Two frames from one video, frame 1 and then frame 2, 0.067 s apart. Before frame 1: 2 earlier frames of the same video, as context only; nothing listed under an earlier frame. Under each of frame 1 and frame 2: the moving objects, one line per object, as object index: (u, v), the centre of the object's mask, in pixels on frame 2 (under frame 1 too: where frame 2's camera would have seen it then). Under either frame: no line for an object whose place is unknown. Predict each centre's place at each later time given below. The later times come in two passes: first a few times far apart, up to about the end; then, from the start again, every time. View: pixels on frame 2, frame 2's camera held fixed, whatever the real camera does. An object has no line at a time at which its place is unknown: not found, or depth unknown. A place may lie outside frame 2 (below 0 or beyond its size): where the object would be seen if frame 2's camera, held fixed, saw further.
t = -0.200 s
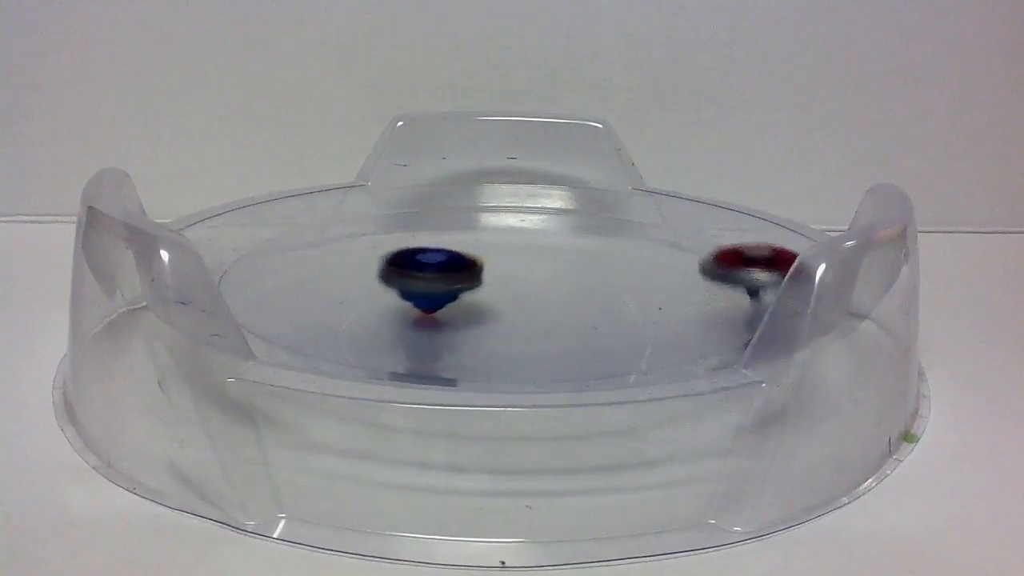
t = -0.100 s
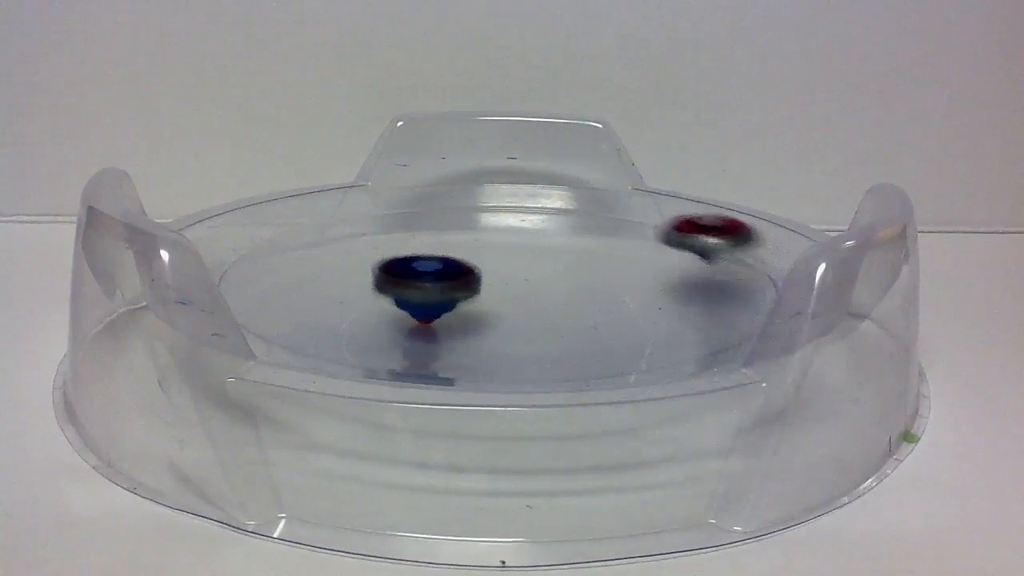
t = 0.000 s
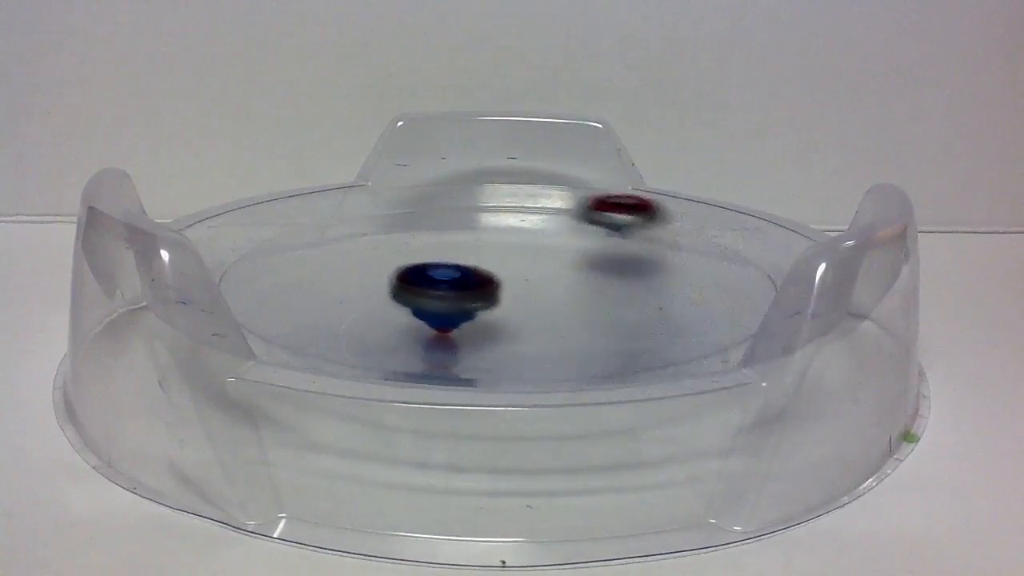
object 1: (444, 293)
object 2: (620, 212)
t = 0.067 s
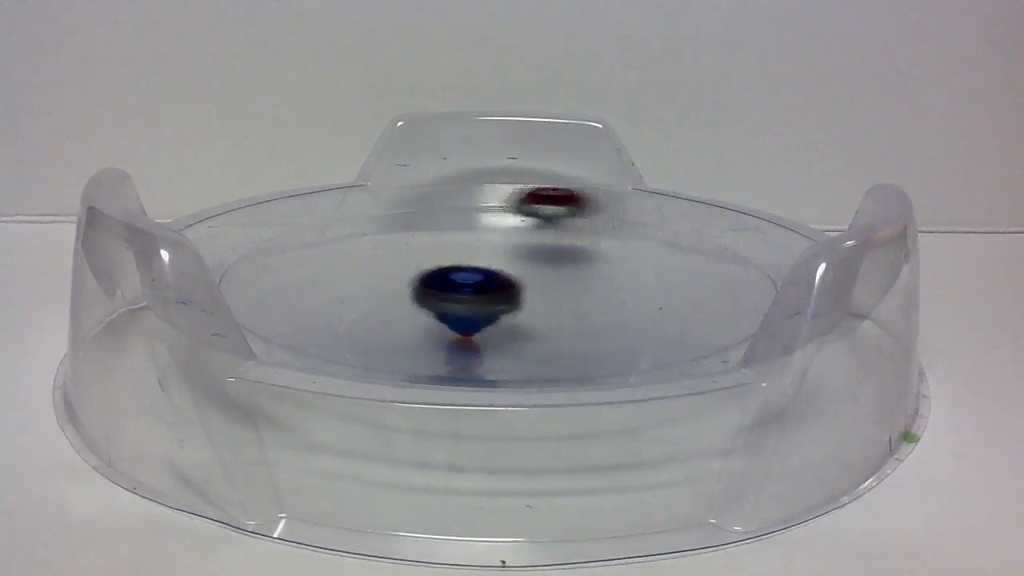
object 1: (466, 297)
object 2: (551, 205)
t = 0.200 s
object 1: (512, 294)
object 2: (405, 203)
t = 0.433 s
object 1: (536, 272)
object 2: (240, 257)
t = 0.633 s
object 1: (496, 257)
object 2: (390, 333)
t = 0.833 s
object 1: (447, 261)
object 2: (699, 317)
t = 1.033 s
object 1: (452, 282)
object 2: (705, 239)
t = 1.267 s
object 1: (529, 291)
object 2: (494, 192)
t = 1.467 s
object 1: (572, 276)
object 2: (298, 211)
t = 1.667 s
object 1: (548, 261)
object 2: (261, 285)
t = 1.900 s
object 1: (480, 268)
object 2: (584, 336)
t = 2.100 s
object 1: (462, 287)
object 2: (739, 267)
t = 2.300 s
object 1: (505, 301)
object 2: (641, 204)
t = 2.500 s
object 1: (557, 294)
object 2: (441, 191)
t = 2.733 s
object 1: (539, 275)
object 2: (269, 249)
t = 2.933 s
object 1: (479, 269)
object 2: (384, 327)
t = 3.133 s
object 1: (433, 276)
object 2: (697, 318)
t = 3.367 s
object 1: (454, 294)
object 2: (726, 230)
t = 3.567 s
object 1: (515, 293)
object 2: (551, 198)
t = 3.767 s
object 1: (537, 274)
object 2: (353, 218)
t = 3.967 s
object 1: (507, 259)
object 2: (278, 284)
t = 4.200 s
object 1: (454, 262)
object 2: (557, 338)
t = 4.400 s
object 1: (456, 281)
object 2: (744, 281)
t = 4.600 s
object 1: (513, 292)
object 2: (665, 224)
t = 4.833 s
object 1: (568, 280)
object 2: (432, 208)
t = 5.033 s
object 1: (553, 266)
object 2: (270, 246)
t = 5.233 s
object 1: (497, 267)
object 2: (330, 320)
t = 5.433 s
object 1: (462, 282)
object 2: (635, 331)
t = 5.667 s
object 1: (493, 299)
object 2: (704, 251)
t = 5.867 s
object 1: (542, 294)
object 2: (547, 208)
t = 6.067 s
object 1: (535, 278)
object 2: (351, 211)
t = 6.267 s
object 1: (483, 269)
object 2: (258, 266)
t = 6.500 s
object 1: (436, 277)
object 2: (501, 334)
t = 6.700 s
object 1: (459, 291)
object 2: (709, 287)
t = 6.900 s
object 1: (531, 278)
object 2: (647, 221)
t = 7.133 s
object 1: (444, 263)
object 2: (435, 200)
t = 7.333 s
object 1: (475, 292)
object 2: (290, 244)
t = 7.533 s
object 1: (562, 272)
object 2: (375, 321)
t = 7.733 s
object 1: (479, 253)
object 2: (658, 317)
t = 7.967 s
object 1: (472, 297)
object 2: (703, 238)
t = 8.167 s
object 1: (602, 281)
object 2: (540, 205)
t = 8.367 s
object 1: (500, 249)
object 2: (356, 228)
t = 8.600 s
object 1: (469, 306)
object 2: (314, 304)
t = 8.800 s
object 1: (640, 273)
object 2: (562, 337)
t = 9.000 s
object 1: (518, 236)
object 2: (729, 285)
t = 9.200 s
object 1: (390, 279)
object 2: (638, 232)
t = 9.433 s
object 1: (586, 314)
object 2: (414, 220)
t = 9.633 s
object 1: (626, 259)
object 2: (273, 257)
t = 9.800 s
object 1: (485, 240)
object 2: (329, 320)
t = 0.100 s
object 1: (478, 297)
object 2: (514, 203)
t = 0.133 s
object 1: (491, 297)
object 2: (476, 201)
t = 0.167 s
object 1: (502, 296)
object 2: (441, 202)
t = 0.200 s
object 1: (512, 294)
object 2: (405, 203)
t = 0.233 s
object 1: (522, 292)
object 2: (371, 207)
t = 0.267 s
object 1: (529, 289)
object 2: (338, 211)
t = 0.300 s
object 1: (534, 286)
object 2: (306, 218)
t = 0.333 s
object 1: (537, 282)
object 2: (279, 225)
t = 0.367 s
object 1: (538, 279)
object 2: (256, 234)
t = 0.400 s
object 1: (538, 275)
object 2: (243, 245)
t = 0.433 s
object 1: (536, 272)
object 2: (240, 257)
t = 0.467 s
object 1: (532, 268)
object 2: (244, 269)
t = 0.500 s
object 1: (527, 265)
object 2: (253, 284)
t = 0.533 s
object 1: (521, 262)
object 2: (269, 298)
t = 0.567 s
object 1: (513, 260)
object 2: (293, 318)
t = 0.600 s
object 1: (505, 258)
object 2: (339, 325)
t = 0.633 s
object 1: (496, 257)
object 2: (390, 333)
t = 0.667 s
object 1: (488, 256)
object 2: (453, 341)
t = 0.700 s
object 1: (479, 255)
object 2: (507, 344)
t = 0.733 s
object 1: (470, 256)
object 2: (572, 339)
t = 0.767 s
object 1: (461, 257)
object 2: (621, 332)
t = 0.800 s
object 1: (453, 258)
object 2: (666, 328)
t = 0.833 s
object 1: (447, 261)
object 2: (699, 317)
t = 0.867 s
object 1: (442, 264)
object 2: (718, 300)
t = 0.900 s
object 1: (440, 267)
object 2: (729, 287)
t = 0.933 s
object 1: (440, 271)
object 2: (734, 274)
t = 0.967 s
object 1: (442, 275)
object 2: (733, 262)
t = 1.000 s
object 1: (446, 278)
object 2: (722, 250)
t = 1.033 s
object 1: (452, 282)
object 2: (705, 239)
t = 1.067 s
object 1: (460, 285)
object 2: (684, 229)
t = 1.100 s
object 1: (470, 288)
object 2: (658, 219)
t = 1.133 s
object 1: (482, 290)
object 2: (630, 211)
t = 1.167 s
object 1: (493, 291)
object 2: (601, 205)
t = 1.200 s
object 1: (506, 292)
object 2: (568, 199)
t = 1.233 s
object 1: (517, 292)
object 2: (530, 194)
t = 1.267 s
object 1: (529, 291)
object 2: (494, 192)
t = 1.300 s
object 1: (540, 289)
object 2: (459, 191)
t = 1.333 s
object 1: (550, 287)
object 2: (428, 191)
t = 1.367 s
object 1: (558, 285)
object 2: (393, 194)
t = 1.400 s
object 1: (565, 282)
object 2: (358, 198)
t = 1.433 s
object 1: (569, 279)
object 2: (329, 203)
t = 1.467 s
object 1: (572, 276)
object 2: (298, 211)
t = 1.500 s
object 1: (573, 273)
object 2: (273, 219)
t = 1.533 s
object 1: (572, 270)
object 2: (254, 230)
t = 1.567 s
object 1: (568, 267)
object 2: (243, 242)
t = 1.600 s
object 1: (563, 265)
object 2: (243, 254)
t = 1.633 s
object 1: (556, 263)
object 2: (249, 269)
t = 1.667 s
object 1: (548, 261)
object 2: (261, 285)
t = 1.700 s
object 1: (539, 260)
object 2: (281, 301)
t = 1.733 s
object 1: (529, 260)
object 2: (313, 314)
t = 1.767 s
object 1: (518, 261)
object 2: (355, 328)
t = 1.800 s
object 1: (508, 262)
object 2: (407, 332)
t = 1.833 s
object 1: (498, 263)
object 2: (468, 341)
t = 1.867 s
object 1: (488, 265)
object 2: (522, 337)
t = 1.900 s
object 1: (480, 268)
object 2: (584, 336)
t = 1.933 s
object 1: (473, 271)
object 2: (632, 329)
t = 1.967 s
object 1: (467, 274)
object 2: (673, 322)
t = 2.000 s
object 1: (463, 277)
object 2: (703, 308)
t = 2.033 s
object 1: (461, 281)
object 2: (723, 292)
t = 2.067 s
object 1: (461, 284)
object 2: (734, 279)
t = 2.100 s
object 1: (462, 287)
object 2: (739, 267)
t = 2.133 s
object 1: (466, 291)
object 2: (738, 254)
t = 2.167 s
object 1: (471, 293)
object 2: (728, 242)
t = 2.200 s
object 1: (478, 296)
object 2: (712, 231)
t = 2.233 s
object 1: (486, 298)
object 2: (693, 221)
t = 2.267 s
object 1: (495, 300)
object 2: (669, 212)
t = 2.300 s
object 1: (505, 301)
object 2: (641, 204)
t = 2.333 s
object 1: (515, 301)
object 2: (610, 197)
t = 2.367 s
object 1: (526, 301)
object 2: (580, 193)
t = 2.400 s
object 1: (536, 300)
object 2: (545, 190)
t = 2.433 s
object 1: (545, 298)
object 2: (507, 188)
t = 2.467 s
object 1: (552, 296)
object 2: (471, 189)
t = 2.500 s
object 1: (557, 294)
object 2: (441, 191)
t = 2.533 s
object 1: (561, 291)
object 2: (405, 195)
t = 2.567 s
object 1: (562, 288)
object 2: (375, 200)
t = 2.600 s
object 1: (561, 285)
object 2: (346, 207)
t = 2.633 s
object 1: (558, 282)
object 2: (318, 215)
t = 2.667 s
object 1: (553, 280)
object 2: (297, 225)
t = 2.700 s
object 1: (547, 277)
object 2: (279, 237)
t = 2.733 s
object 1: (539, 275)
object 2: (269, 249)
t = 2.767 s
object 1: (531, 273)
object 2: (266, 264)
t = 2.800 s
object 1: (521, 271)
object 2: (271, 277)
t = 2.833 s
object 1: (511, 270)
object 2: (286, 292)
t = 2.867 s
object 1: (500, 269)
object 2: (310, 308)
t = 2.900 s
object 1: (489, 269)
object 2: (344, 319)
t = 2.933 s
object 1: (479, 269)
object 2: (384, 327)
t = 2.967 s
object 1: (468, 268)
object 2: (442, 335)
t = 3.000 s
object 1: (459, 269)
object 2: (495, 338)
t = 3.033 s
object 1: (450, 271)
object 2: (556, 337)
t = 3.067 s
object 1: (443, 272)
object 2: (608, 333)
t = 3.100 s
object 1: (437, 274)
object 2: (657, 327)
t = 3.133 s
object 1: (433, 276)
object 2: (697, 318)
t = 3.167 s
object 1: (429, 279)
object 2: (721, 304)
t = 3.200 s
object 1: (428, 281)
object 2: (738, 290)
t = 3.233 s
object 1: (430, 284)
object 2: (748, 276)
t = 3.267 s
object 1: (433, 287)
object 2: (753, 263)
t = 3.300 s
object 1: (438, 290)
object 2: (753, 252)
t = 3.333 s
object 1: (445, 292)
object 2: (743, 240)
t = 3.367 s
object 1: (454, 294)
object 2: (726, 230)
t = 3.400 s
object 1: (464, 295)
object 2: (704, 221)
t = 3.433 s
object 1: (475, 296)
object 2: (679, 213)
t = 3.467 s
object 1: (486, 296)
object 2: (650, 208)
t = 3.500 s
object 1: (497, 295)
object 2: (618, 203)
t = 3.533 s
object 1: (507, 294)
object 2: (588, 200)
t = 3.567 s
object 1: (515, 293)
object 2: (551, 198)
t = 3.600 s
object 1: (523, 290)
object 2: (515, 199)
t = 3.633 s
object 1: (529, 288)
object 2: (478, 199)
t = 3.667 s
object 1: (534, 284)
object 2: (446, 201)
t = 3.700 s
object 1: (536, 281)
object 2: (412, 206)
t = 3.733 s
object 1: (537, 278)
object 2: (383, 211)
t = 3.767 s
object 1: (537, 274)
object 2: (353, 218)
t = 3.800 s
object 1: (535, 271)
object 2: (327, 227)
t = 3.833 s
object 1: (532, 268)
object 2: (304, 236)
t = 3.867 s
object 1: (527, 265)
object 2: (287, 247)
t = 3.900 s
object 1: (522, 263)
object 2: (276, 258)
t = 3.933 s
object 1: (515, 261)
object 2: (273, 271)
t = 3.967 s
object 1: (507, 259)
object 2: (278, 284)
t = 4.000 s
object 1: (499, 258)
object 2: (292, 297)
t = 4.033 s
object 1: (491, 257)
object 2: (315, 309)
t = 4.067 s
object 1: (483, 256)
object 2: (348, 321)
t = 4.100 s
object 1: (475, 257)
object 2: (392, 330)
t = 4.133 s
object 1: (467, 258)
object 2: (445, 341)
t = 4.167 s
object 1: (460, 260)
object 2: (500, 340)
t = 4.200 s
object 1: (454, 262)
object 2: (557, 338)
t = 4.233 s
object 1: (450, 264)
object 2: (608, 334)
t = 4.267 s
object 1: (448, 267)
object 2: (657, 328)
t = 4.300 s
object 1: (447, 271)
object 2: (697, 321)
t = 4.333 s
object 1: (448, 274)
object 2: (720, 307)
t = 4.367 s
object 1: (451, 278)
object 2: (735, 293)
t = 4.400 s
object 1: (456, 281)
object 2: (744, 281)
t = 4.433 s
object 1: (463, 284)
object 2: (748, 270)
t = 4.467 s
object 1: (471, 287)
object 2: (745, 259)
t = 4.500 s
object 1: (481, 289)
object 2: (735, 249)
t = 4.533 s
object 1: (492, 291)
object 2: (716, 240)
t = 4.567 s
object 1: (502, 292)
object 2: (692, 231)
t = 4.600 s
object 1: (513, 292)
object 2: (665, 224)
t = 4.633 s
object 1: (524, 292)
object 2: (635, 217)
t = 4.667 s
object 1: (534, 290)
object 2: (603, 213)
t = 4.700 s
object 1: (543, 289)
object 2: (572, 209)
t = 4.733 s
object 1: (552, 288)
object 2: (535, 206)
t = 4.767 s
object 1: (559, 285)
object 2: (498, 206)
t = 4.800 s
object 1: (565, 283)
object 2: (464, 207)
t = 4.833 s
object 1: (568, 280)
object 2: (432, 208)
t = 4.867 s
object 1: (570, 277)
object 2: (397, 211)
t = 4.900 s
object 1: (570, 275)
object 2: (367, 216)
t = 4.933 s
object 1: (569, 272)
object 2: (336, 222)
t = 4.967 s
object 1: (565, 270)
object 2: (310, 229)
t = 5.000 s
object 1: (560, 267)
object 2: (287, 237)
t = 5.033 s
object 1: (553, 266)
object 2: (270, 246)
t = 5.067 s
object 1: (545, 265)
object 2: (258, 257)
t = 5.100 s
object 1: (536, 264)
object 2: (258, 269)
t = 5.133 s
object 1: (526, 264)
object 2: (263, 282)
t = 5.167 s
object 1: (516, 265)
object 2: (275, 294)
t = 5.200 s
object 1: (506, 266)
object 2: (297, 309)
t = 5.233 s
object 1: (497, 267)
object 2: (330, 320)
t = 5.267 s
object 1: (488, 269)
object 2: (372, 327)
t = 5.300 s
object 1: (480, 271)
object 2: (428, 338)
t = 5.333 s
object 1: (473, 273)
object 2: (477, 343)
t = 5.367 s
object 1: (467, 277)
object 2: (534, 336)
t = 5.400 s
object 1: (464, 280)
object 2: (591, 335)
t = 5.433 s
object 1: (462, 282)
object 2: (635, 331)
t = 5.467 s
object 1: (461, 285)
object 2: (672, 325)
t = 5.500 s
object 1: (463, 289)
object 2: (699, 310)
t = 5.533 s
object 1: (466, 291)
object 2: (714, 298)
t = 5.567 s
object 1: (471, 294)
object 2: (723, 285)
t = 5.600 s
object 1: (477, 296)
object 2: (725, 274)
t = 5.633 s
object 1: (484, 298)
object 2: (718, 262)
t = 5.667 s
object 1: (493, 299)
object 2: (704, 251)
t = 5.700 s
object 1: (502, 300)
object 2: (687, 241)
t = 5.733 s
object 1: (512, 300)
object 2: (664, 232)
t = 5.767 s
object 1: (522, 300)
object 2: (639, 224)
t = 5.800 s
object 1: (530, 298)
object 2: (610, 218)
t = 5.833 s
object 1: (537, 296)
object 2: (580, 212)
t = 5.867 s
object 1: (542, 294)
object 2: (547, 208)
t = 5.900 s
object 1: (547, 292)
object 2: (512, 206)
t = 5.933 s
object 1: (548, 289)
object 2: (478, 203)
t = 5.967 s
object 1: (548, 286)
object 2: (446, 203)
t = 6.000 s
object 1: (545, 283)
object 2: (413, 204)
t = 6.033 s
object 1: (541, 281)
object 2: (381, 207)
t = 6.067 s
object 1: (535, 278)
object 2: (351, 211)
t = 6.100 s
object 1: (528, 276)
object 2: (322, 217)
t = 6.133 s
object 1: (520, 274)
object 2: (298, 224)
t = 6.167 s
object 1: (511, 272)
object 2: (278, 233)
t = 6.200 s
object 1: (502, 270)
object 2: (262, 243)
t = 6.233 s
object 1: (492, 270)
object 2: (256, 254)
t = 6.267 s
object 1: (483, 269)
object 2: (258, 266)
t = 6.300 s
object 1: (473, 269)
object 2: (266, 281)
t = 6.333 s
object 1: (464, 269)
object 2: (282, 295)
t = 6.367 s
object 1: (456, 270)
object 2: (310, 310)
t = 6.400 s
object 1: (450, 271)
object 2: (347, 321)
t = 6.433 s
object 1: (444, 272)
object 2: (393, 327)
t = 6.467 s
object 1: (439, 273)
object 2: (448, 334)
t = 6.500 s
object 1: (436, 277)
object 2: (501, 334)
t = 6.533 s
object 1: (435, 279)
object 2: (555, 335)
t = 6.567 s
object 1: (436, 282)
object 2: (600, 330)
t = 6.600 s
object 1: (439, 284)
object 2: (643, 321)
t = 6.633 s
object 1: (443, 287)
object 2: (674, 311)
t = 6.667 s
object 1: (451, 289)
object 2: (696, 303)
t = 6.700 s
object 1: (459, 291)
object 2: (709, 287)
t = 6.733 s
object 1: (470, 293)
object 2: (715, 275)
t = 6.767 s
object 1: (487, 294)
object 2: (712, 262)
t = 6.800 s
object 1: (507, 293)
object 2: (703, 251)
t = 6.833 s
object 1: (521, 289)
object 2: (689, 240)
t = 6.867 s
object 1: (529, 283)
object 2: (670, 230)
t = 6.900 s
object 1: (531, 278)
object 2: (647, 221)
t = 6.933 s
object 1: (525, 273)
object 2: (621, 214)
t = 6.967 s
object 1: (516, 268)
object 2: (595, 209)
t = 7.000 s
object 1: (504, 263)
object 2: (565, 204)
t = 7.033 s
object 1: (490, 261)
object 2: (530, 200)
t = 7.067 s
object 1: (475, 260)
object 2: (497, 199)
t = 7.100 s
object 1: (458, 261)
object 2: (463, 198)
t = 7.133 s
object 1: (444, 263)
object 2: (435, 200)
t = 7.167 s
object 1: (436, 267)
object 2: (403, 204)
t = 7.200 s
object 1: (432, 272)
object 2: (375, 209)
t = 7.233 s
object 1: (434, 278)
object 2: (346, 216)
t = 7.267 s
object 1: (442, 285)
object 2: (323, 224)
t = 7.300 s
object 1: (456, 289)
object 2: (304, 234)
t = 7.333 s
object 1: (475, 292)
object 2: (290, 244)
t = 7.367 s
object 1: (496, 294)
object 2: (283, 257)
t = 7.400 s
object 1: (518, 293)
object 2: (283, 271)
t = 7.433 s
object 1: (537, 290)
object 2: (291, 285)
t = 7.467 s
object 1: (550, 285)
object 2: (311, 300)
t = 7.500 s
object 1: (559, 279)
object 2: (339, 312)
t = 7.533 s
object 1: (562, 272)
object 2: (375, 321)
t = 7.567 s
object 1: (558, 266)
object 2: (420, 329)
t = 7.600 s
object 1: (549, 260)
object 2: (467, 333)
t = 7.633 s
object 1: (535, 255)
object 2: (521, 338)
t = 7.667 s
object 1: (516, 252)
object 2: (574, 334)
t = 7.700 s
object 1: (497, 252)
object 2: (620, 325)
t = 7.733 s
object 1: (479, 253)
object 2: (658, 317)
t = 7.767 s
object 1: (462, 257)
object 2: (690, 307)
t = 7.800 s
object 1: (448, 262)
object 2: (711, 296)
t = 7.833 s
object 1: (440, 268)
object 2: (723, 283)
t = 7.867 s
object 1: (438, 276)
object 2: (728, 270)
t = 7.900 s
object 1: (443, 284)
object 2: (726, 259)
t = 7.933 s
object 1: (454, 292)
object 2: (717, 248)
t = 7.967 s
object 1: (472, 297)
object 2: (703, 238)
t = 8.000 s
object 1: (498, 300)
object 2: (684, 229)
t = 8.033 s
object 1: (525, 302)
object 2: (659, 220)
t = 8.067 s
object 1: (551, 301)
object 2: (633, 214)
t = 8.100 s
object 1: (574, 297)
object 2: (603, 210)
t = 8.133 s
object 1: (592, 290)
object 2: (574, 207)
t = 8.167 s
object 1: (602, 281)
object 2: (540, 205)
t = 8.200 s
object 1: (604, 273)
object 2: (507, 206)
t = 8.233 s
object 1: (598, 265)
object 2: (473, 207)
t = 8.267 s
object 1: (582, 257)
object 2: (441, 210)
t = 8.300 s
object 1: (559, 251)
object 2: (412, 214)
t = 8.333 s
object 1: (531, 248)
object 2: (384, 220)
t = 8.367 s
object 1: (500, 249)
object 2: (356, 228)
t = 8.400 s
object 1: (469, 252)
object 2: (334, 237)
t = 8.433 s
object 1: (443, 259)
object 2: (316, 247)
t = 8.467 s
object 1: (424, 267)
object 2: (304, 258)
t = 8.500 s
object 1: (413, 277)
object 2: (298, 269)
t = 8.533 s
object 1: (416, 287)
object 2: (297, 282)
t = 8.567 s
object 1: (437, 297)
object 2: (299, 292)
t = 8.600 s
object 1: (469, 306)
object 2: (314, 304)
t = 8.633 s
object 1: (508, 309)
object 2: (338, 319)
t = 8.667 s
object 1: (548, 310)
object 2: (371, 324)
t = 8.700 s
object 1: (583, 304)
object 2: (413, 332)
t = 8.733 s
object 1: (612, 295)
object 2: (460, 340)
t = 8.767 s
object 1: (632, 284)
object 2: (510, 339)
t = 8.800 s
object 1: (640, 273)
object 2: (562, 337)
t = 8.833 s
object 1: (637, 262)
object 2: (613, 331)
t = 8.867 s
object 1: (625, 253)
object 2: (653, 327)
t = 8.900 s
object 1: (606, 245)
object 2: (689, 316)
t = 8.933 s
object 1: (580, 239)
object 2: (711, 311)
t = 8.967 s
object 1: (550, 236)
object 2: (723, 297)
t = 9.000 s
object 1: (518, 236)
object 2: (729, 285)
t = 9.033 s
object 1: (486, 238)
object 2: (730, 274)
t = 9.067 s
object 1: (456, 243)
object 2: (722, 264)
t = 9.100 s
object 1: (431, 250)
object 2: (707, 254)
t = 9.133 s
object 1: (410, 259)
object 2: (687, 246)
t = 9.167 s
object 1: (396, 269)
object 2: (664, 239)
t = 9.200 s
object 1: (390, 279)
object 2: (638, 232)
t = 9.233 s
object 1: (394, 291)
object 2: (608, 226)
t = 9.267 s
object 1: (408, 299)
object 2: (580, 223)
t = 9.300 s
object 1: (432, 309)
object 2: (546, 220)
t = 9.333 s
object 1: (465, 315)
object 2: (512, 217)
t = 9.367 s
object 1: (506, 319)
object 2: (477, 217)
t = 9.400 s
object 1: (547, 318)
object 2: (444, 218)
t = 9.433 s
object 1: (586, 314)
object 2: (414, 220)
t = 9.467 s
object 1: (618, 308)
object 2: (384, 222)
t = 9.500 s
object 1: (639, 298)
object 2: (354, 227)
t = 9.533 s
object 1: (651, 288)
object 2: (328, 232)
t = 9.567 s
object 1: (652, 276)
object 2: (304, 239)
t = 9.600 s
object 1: (643, 268)
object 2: (285, 248)
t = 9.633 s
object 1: (626, 259)
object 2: (273, 257)
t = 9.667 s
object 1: (604, 252)
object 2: (267, 268)
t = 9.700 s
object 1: (577, 246)
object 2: (270, 279)
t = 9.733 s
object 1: (549, 242)
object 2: (279, 291)
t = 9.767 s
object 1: (517, 240)
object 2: (299, 306)
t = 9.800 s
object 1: (485, 240)
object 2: (329, 320)
